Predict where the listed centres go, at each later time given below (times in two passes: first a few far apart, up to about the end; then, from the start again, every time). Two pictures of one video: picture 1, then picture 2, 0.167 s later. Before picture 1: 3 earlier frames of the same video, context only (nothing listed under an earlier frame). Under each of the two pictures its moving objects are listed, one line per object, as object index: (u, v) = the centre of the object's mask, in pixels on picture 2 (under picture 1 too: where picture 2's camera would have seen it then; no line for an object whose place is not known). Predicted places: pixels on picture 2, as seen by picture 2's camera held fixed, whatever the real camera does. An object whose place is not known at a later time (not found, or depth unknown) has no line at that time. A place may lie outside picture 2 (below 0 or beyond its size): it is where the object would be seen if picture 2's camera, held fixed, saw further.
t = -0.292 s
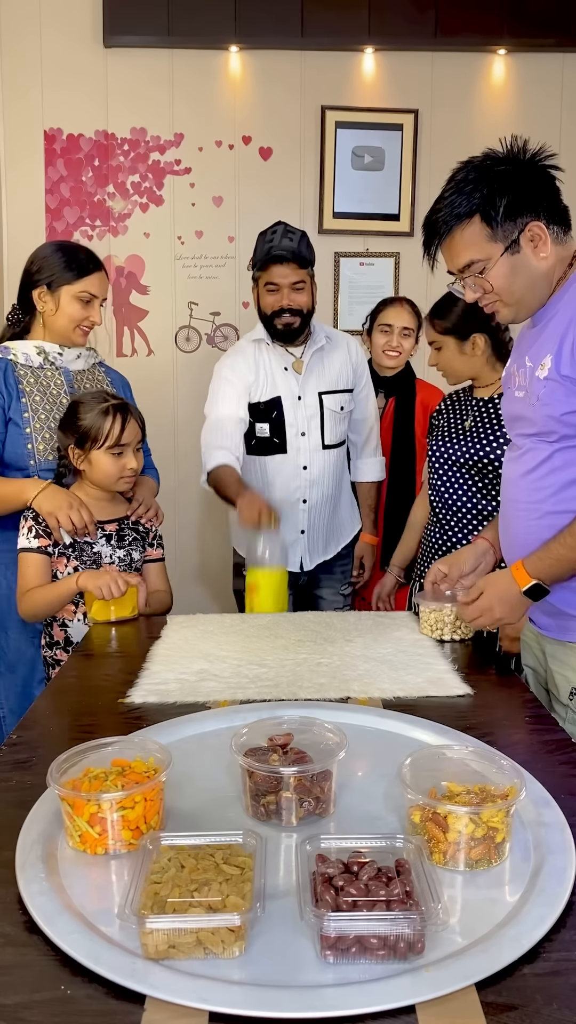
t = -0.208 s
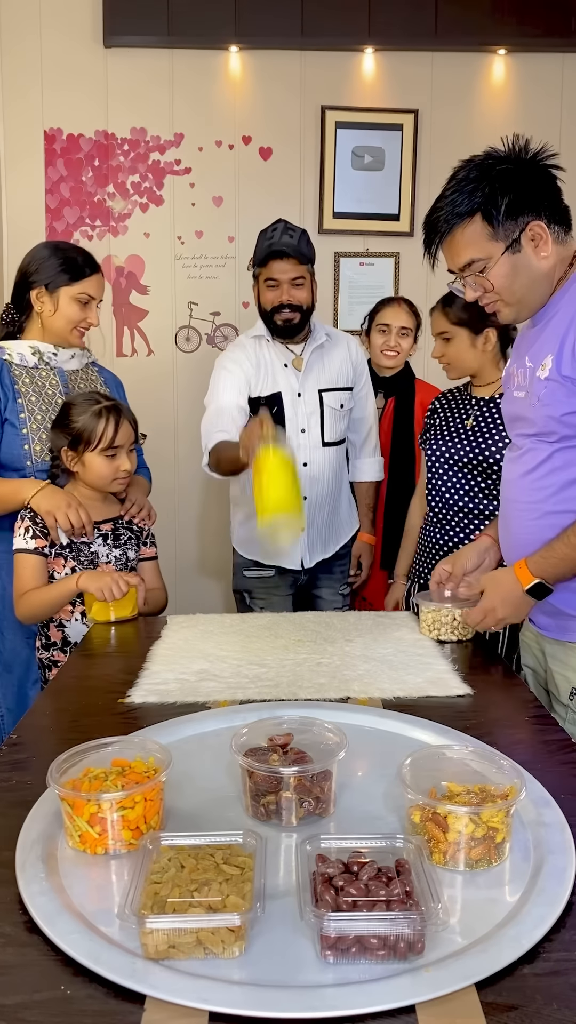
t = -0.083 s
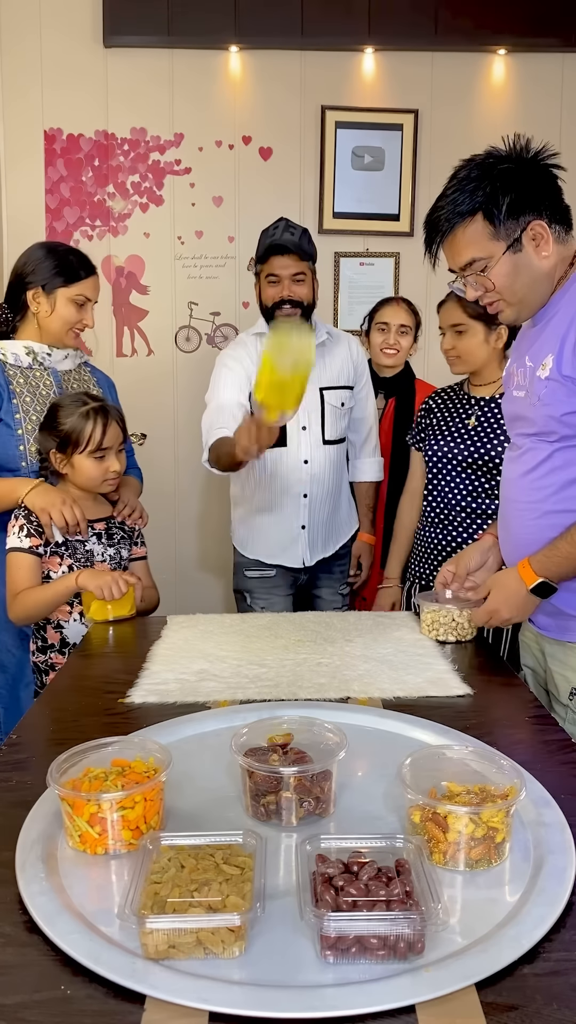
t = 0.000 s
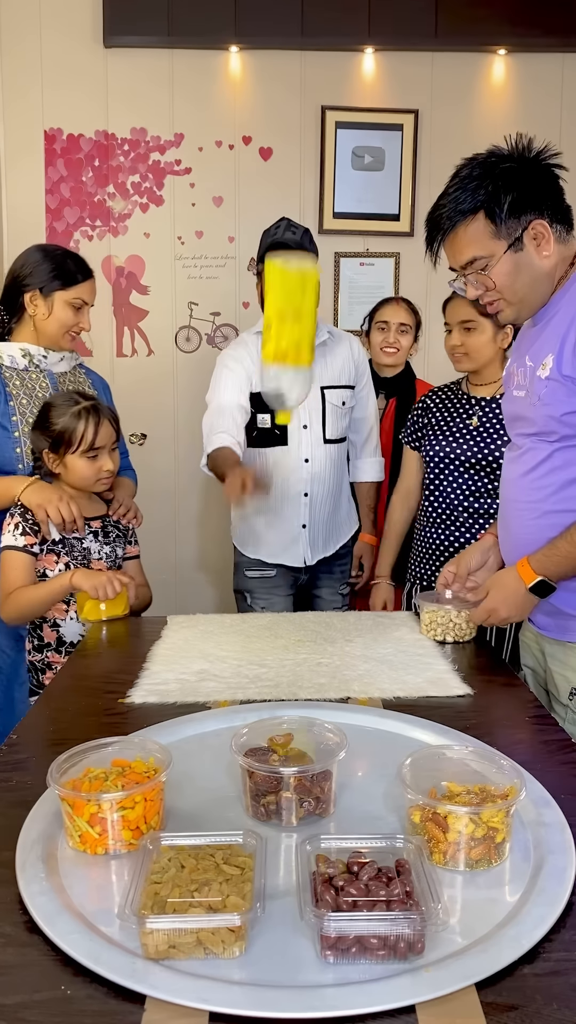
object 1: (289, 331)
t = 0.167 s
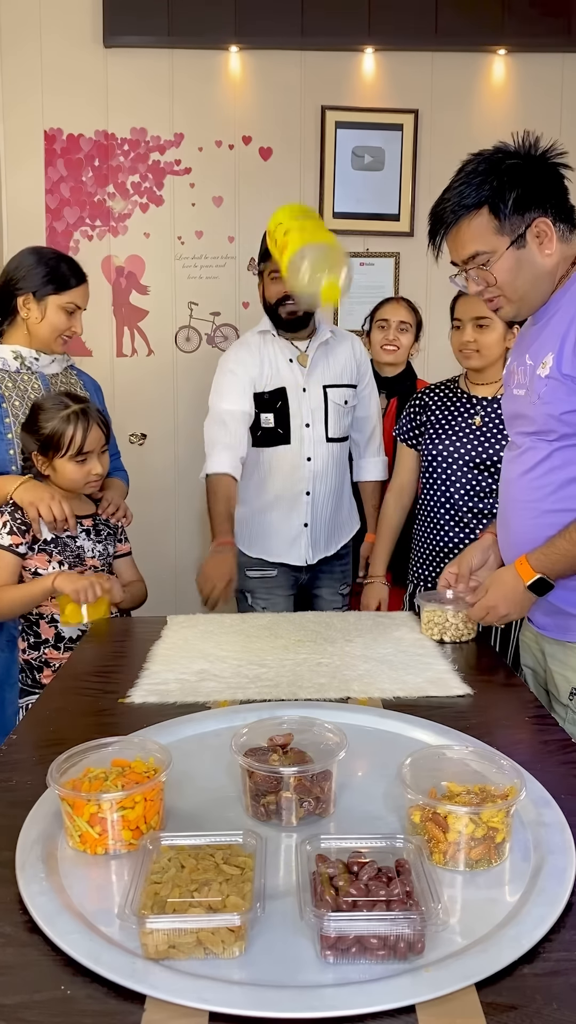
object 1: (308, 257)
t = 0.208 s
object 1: (312, 252)
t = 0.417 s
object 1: (321, 419)
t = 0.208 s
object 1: (312, 252)
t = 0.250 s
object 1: (314, 263)
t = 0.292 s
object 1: (318, 279)
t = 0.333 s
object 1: (319, 309)
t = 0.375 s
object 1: (320, 357)
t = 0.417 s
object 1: (321, 419)
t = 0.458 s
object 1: (323, 498)
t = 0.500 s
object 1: (327, 572)
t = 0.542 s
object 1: (329, 580)
